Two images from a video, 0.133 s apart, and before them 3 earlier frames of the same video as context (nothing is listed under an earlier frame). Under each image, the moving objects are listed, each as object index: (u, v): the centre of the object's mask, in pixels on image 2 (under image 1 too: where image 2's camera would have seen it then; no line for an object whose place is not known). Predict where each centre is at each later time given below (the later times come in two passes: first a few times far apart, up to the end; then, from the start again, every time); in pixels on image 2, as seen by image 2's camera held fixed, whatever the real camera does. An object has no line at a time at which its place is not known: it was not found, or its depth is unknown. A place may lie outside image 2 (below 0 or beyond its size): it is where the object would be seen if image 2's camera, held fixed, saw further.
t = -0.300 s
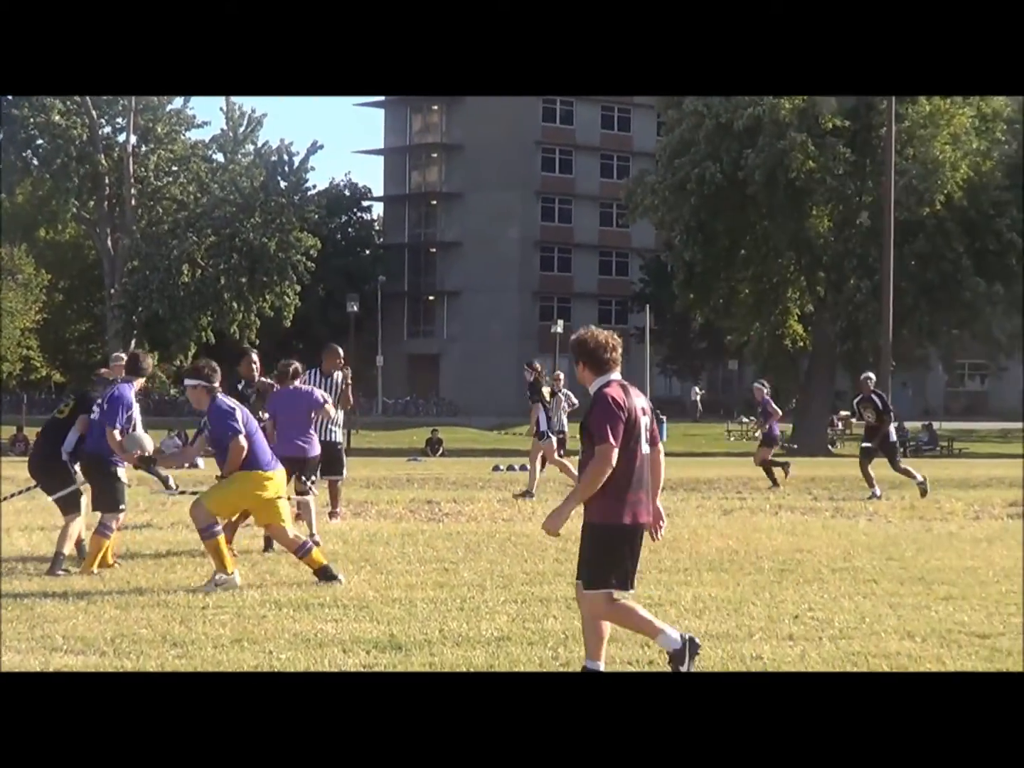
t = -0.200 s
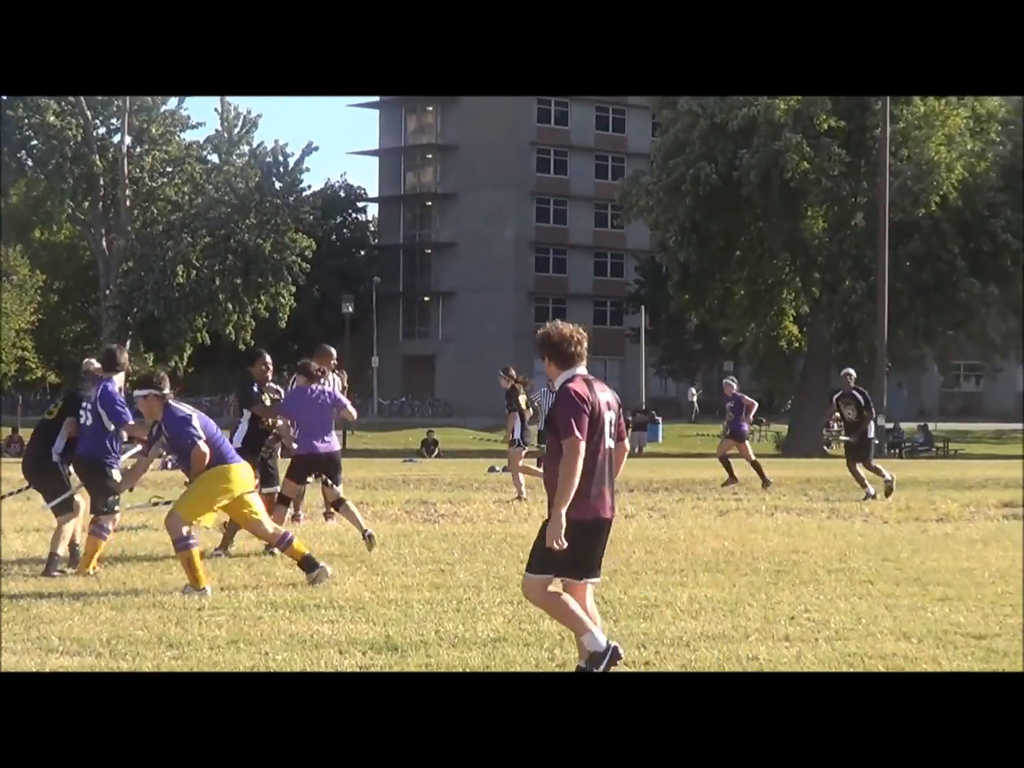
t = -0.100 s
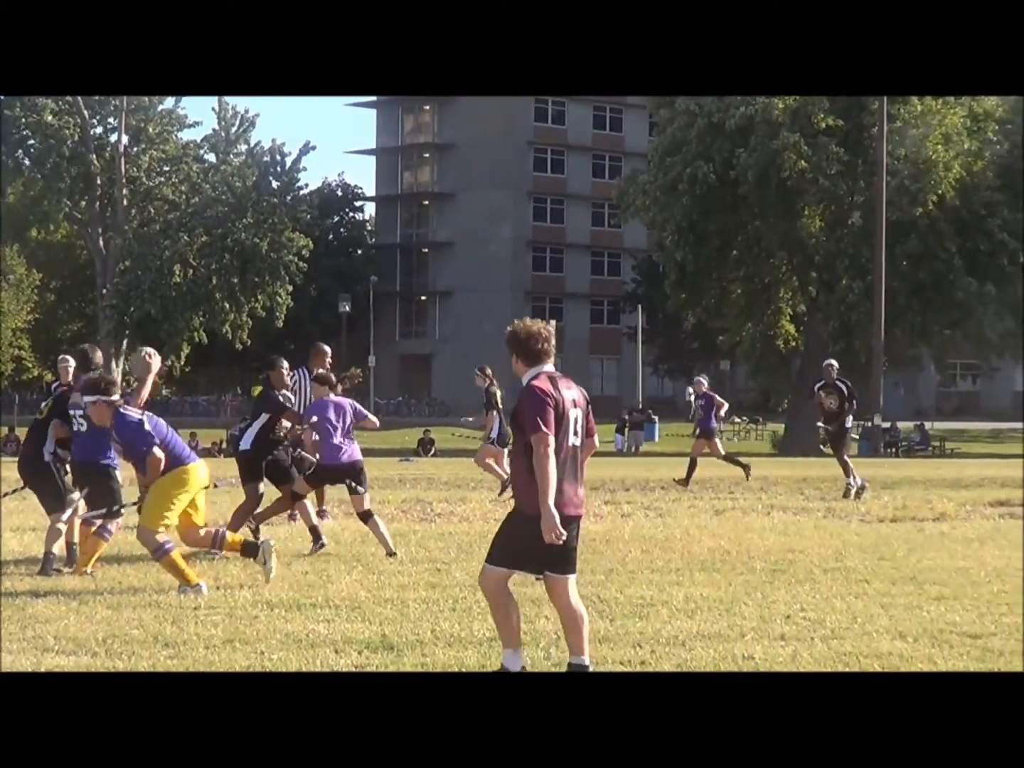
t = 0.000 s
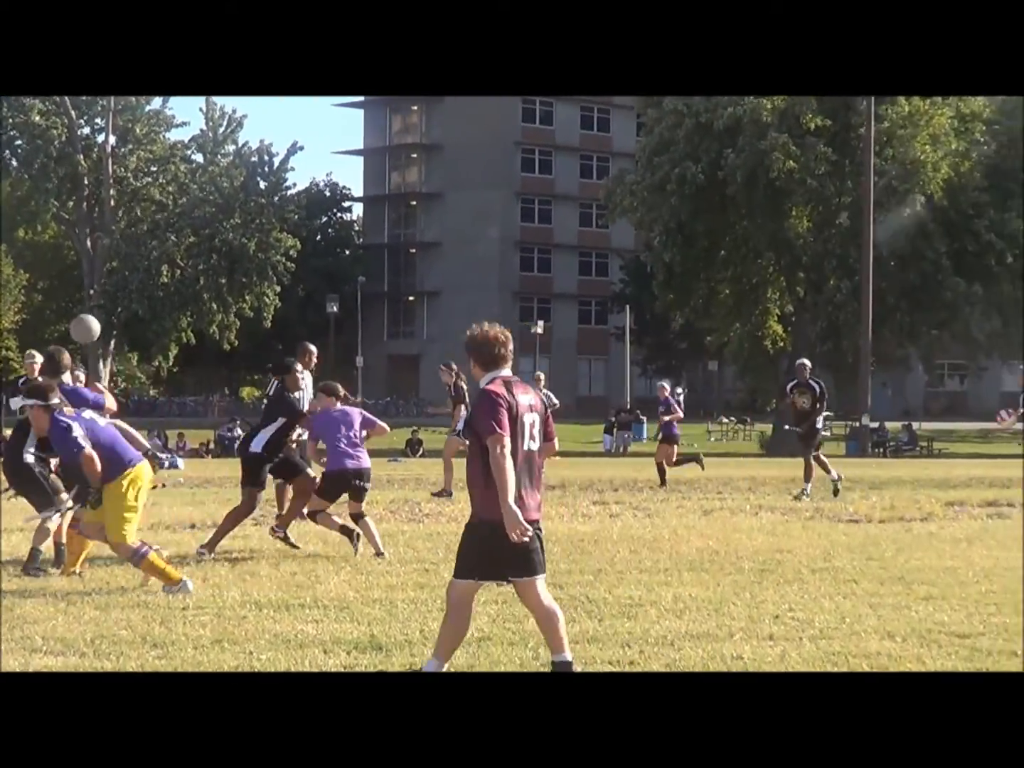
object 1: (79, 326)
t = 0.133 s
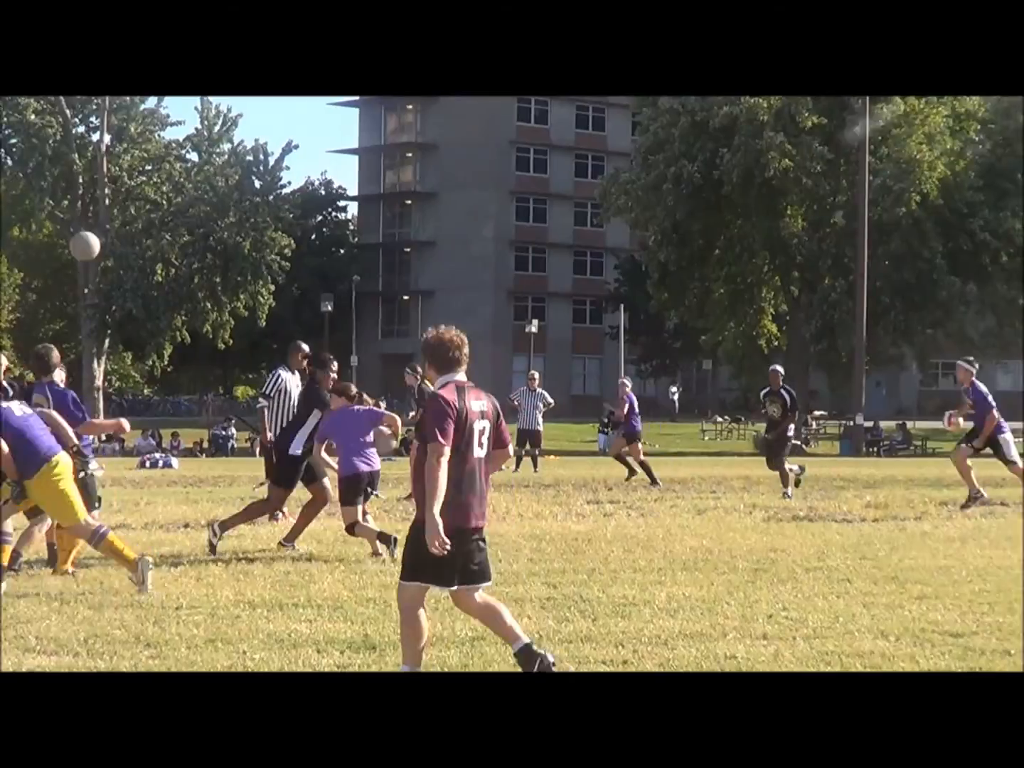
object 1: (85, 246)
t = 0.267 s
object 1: (90, 188)
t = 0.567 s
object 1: (96, 144)
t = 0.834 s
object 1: (105, 205)
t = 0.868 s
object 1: (106, 219)
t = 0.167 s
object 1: (86, 228)
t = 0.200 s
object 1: (88, 213)
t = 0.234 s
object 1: (89, 199)
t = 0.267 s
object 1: (90, 188)
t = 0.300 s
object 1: (91, 177)
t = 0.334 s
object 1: (92, 168)
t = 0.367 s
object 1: (93, 160)
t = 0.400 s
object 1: (94, 153)
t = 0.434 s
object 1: (94, 147)
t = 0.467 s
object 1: (95, 145)
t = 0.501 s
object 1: (96, 143)
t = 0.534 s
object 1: (96, 142)
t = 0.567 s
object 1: (96, 144)
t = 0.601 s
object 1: (97, 147)
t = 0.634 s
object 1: (98, 151)
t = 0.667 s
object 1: (98, 155)
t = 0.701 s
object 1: (100, 162)
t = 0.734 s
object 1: (101, 171)
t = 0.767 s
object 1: (102, 181)
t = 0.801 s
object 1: (103, 193)
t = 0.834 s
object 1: (105, 205)
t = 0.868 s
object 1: (106, 219)
